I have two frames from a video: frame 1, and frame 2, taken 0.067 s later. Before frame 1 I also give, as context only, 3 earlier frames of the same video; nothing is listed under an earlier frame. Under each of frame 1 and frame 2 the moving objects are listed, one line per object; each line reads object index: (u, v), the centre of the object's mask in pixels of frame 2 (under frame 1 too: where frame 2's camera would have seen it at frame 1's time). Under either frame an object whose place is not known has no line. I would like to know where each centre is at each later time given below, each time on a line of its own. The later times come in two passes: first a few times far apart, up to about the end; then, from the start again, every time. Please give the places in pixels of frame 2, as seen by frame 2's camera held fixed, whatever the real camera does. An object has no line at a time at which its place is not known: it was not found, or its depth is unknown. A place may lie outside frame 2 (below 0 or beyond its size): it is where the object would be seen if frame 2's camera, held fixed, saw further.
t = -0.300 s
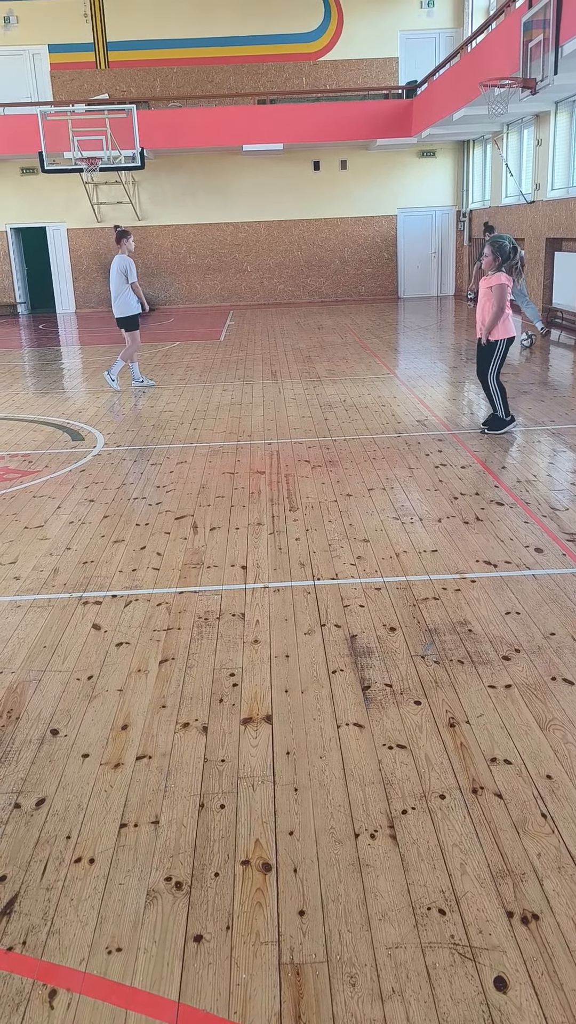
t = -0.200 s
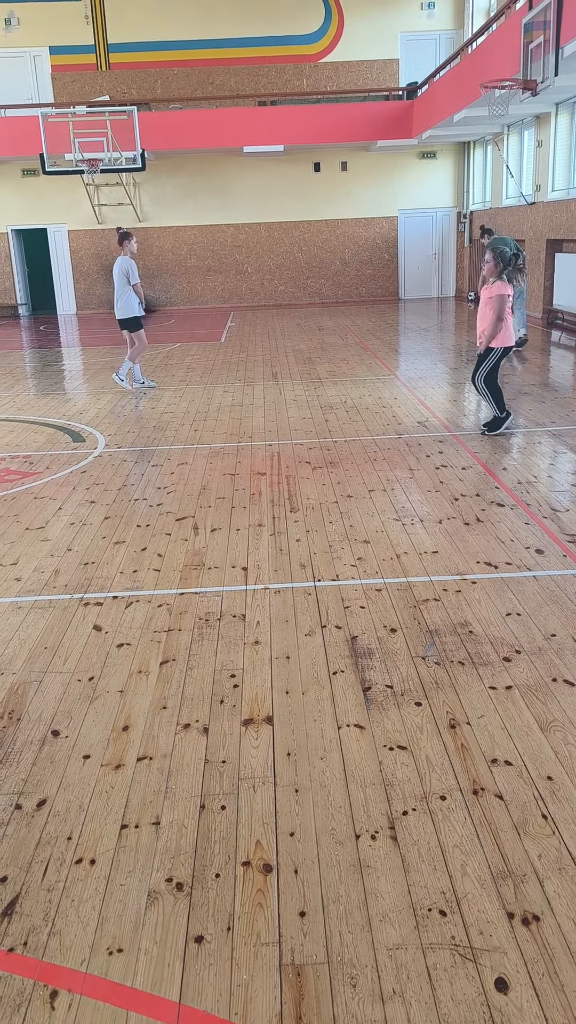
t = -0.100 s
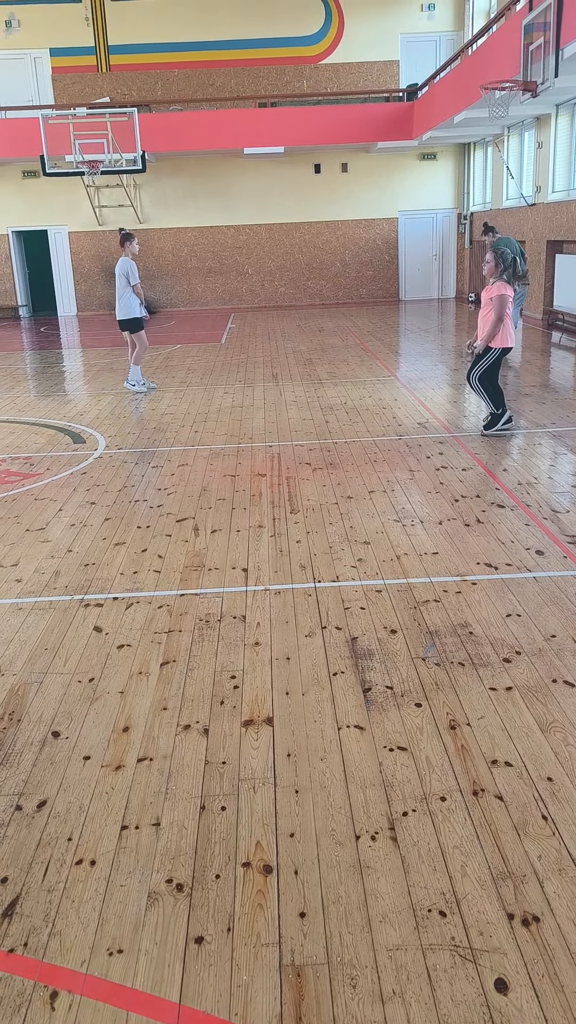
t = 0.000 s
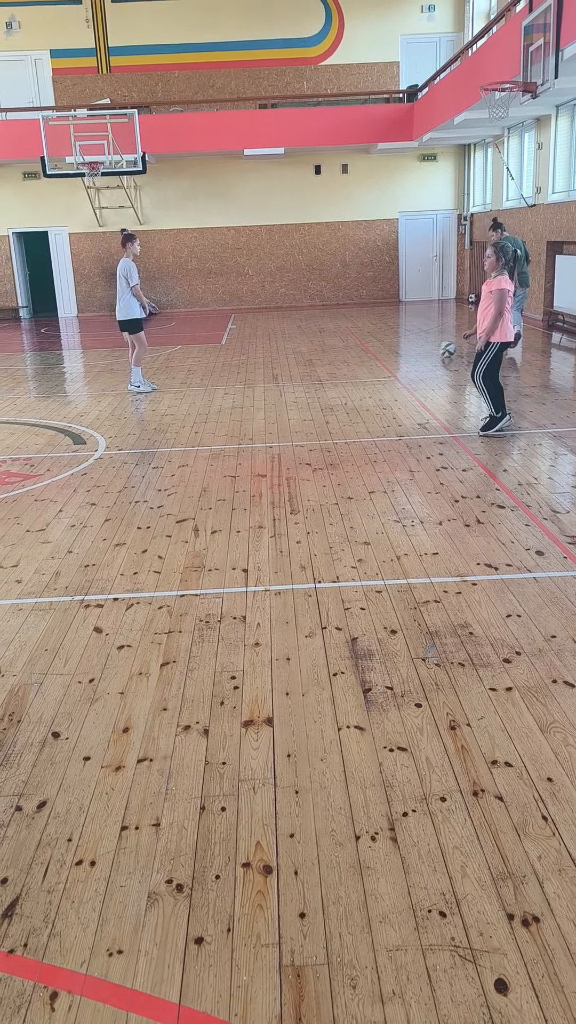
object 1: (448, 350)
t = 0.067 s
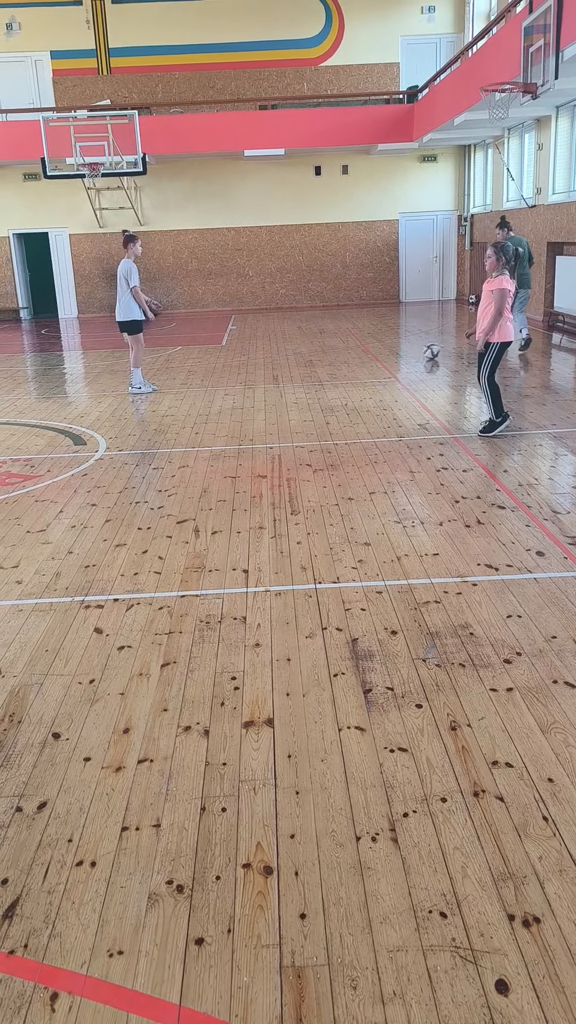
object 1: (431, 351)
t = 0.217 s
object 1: (398, 354)
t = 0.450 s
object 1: (348, 358)
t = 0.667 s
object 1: (301, 362)
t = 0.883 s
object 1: (253, 366)
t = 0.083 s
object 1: (428, 352)
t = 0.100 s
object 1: (424, 352)
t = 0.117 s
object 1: (420, 352)
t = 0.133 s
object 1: (416, 352)
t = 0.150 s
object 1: (413, 353)
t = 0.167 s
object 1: (408, 353)
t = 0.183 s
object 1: (405, 354)
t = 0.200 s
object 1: (401, 354)
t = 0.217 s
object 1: (398, 354)
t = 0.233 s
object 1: (394, 354)
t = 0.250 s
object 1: (391, 355)
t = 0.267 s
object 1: (387, 355)
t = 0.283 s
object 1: (384, 355)
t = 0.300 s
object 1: (380, 355)
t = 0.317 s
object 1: (377, 356)
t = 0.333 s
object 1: (373, 356)
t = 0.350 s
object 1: (369, 356)
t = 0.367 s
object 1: (366, 357)
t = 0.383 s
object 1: (363, 357)
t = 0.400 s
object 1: (359, 357)
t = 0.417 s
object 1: (355, 357)
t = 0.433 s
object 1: (351, 358)
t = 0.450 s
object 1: (348, 358)
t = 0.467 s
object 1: (344, 359)
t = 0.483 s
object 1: (341, 359)
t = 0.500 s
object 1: (337, 359)
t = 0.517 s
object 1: (333, 360)
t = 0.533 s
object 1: (329, 360)
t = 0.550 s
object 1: (326, 360)
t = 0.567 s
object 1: (322, 360)
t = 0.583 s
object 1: (319, 360)
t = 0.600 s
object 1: (315, 361)
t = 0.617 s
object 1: (312, 361)
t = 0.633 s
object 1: (308, 361)
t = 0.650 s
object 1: (304, 362)
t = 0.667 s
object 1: (301, 362)
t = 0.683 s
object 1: (297, 363)
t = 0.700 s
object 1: (294, 363)
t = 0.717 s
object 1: (290, 363)
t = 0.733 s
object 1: (286, 363)
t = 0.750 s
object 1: (282, 364)
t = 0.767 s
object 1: (279, 364)
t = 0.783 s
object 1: (275, 364)
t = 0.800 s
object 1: (272, 364)
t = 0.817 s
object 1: (268, 364)
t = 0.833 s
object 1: (265, 364)
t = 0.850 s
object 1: (261, 366)
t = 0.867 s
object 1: (257, 366)
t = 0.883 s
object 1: (253, 366)
